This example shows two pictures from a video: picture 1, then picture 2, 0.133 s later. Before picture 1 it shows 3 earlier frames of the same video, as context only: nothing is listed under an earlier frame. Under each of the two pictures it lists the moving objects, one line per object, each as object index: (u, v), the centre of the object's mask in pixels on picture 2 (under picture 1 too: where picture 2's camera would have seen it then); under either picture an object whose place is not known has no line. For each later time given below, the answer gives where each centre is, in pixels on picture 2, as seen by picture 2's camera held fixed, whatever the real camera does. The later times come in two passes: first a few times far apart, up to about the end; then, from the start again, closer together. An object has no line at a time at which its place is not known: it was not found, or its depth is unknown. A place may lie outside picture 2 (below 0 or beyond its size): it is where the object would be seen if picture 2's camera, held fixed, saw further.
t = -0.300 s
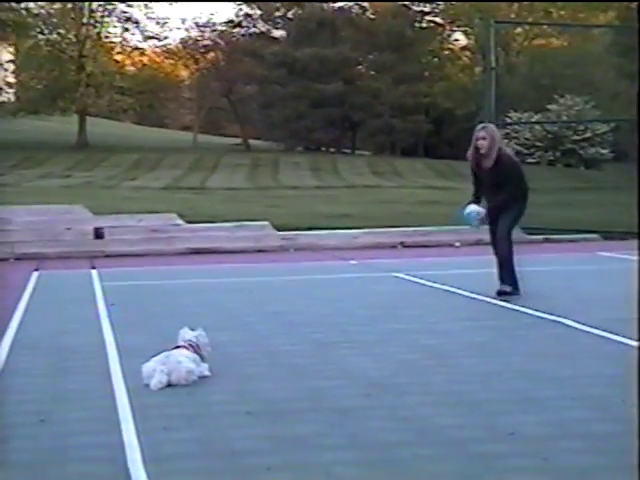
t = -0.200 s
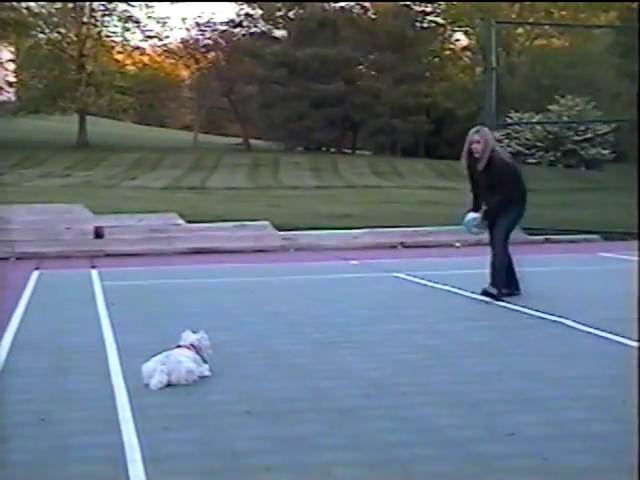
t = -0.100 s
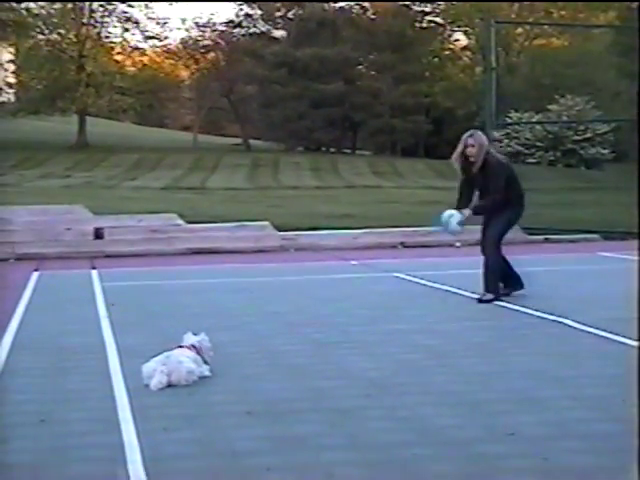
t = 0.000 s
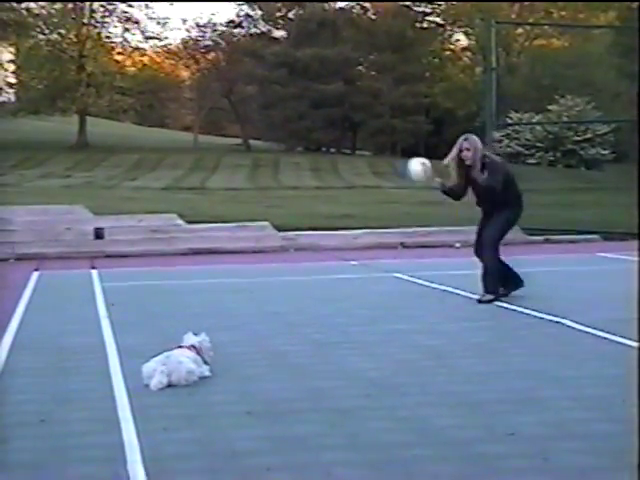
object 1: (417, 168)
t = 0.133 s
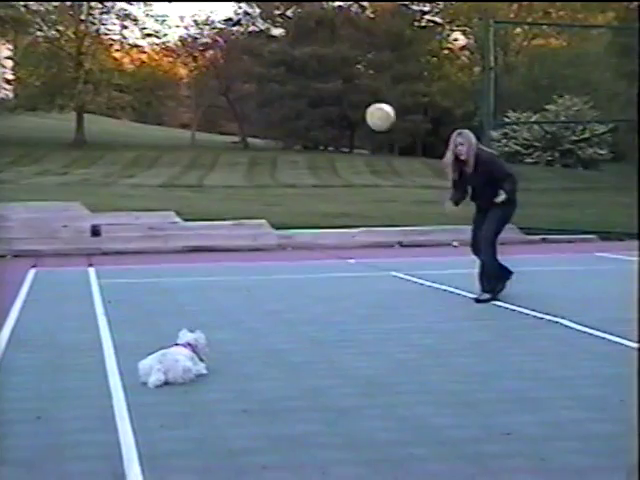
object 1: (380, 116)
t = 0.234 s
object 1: (356, 95)
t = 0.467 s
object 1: (304, 106)
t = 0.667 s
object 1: (263, 165)
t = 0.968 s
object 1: (213, 326)
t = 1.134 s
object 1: (199, 275)
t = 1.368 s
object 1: (177, 258)
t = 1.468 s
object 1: (168, 273)
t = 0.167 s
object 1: (372, 107)
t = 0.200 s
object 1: (364, 100)
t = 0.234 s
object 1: (356, 95)
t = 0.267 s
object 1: (348, 91)
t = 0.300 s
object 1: (341, 90)
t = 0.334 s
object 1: (334, 90)
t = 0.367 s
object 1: (326, 92)
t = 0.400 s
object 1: (319, 95)
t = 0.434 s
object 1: (311, 100)
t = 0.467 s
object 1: (304, 106)
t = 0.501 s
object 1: (297, 113)
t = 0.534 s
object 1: (290, 121)
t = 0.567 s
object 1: (283, 131)
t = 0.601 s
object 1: (276, 140)
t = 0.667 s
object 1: (263, 165)
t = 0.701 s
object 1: (257, 178)
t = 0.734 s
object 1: (251, 193)
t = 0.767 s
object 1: (246, 210)
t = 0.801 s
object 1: (242, 227)
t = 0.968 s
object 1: (213, 326)
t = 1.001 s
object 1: (211, 316)
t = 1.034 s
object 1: (208, 304)
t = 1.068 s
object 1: (205, 293)
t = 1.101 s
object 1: (203, 283)
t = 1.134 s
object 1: (199, 275)
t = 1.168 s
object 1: (196, 268)
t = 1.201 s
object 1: (194, 263)
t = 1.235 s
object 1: (191, 259)
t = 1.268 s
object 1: (187, 256)
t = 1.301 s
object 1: (184, 256)
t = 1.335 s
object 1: (181, 256)
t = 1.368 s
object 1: (177, 258)
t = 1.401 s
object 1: (174, 262)
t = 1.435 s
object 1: (171, 267)
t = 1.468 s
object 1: (168, 273)
